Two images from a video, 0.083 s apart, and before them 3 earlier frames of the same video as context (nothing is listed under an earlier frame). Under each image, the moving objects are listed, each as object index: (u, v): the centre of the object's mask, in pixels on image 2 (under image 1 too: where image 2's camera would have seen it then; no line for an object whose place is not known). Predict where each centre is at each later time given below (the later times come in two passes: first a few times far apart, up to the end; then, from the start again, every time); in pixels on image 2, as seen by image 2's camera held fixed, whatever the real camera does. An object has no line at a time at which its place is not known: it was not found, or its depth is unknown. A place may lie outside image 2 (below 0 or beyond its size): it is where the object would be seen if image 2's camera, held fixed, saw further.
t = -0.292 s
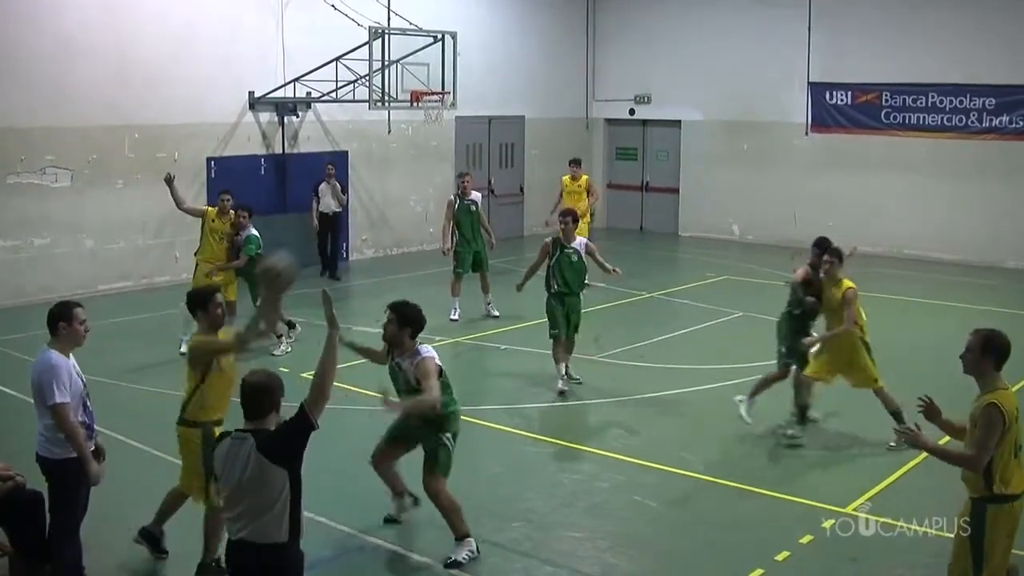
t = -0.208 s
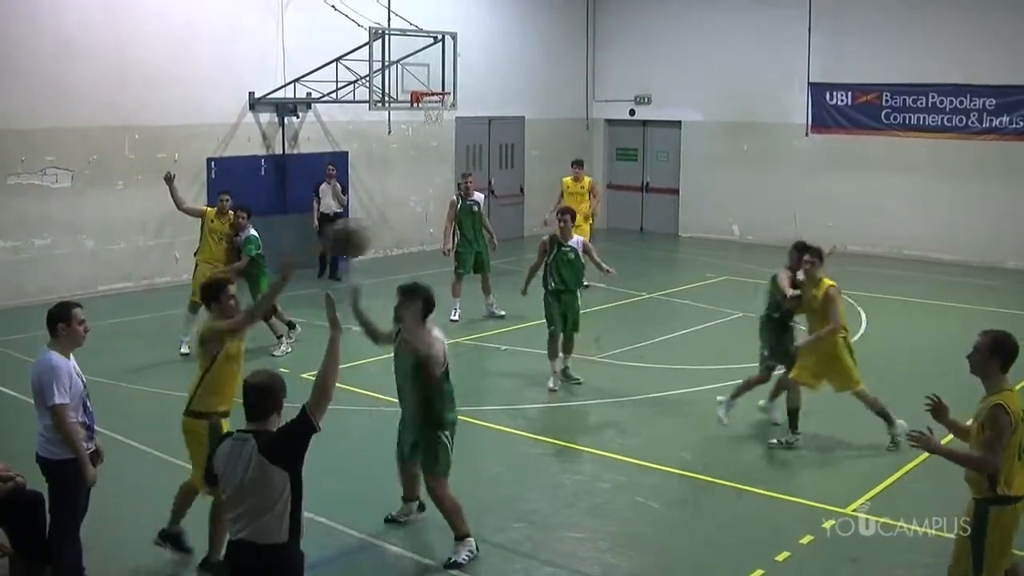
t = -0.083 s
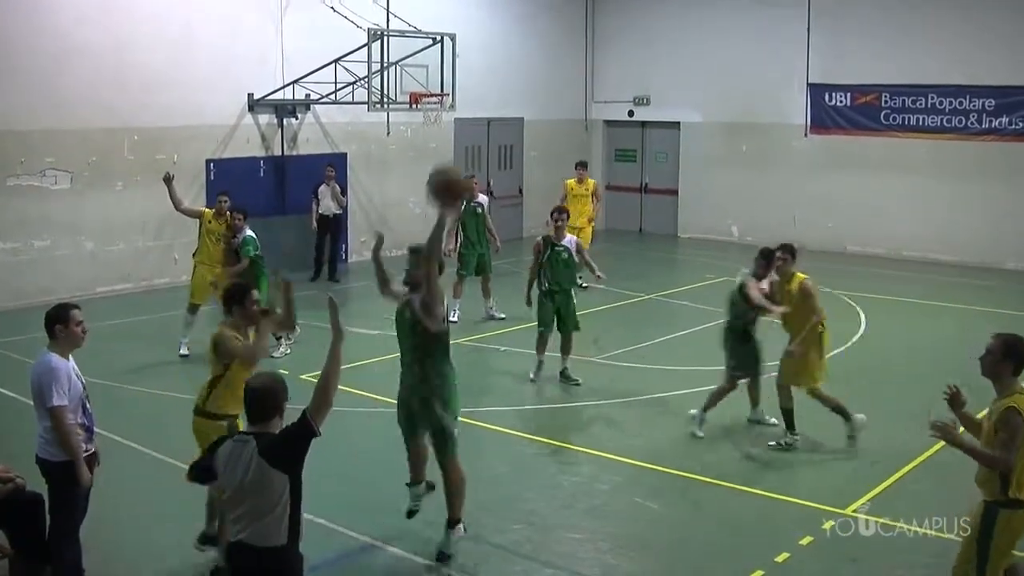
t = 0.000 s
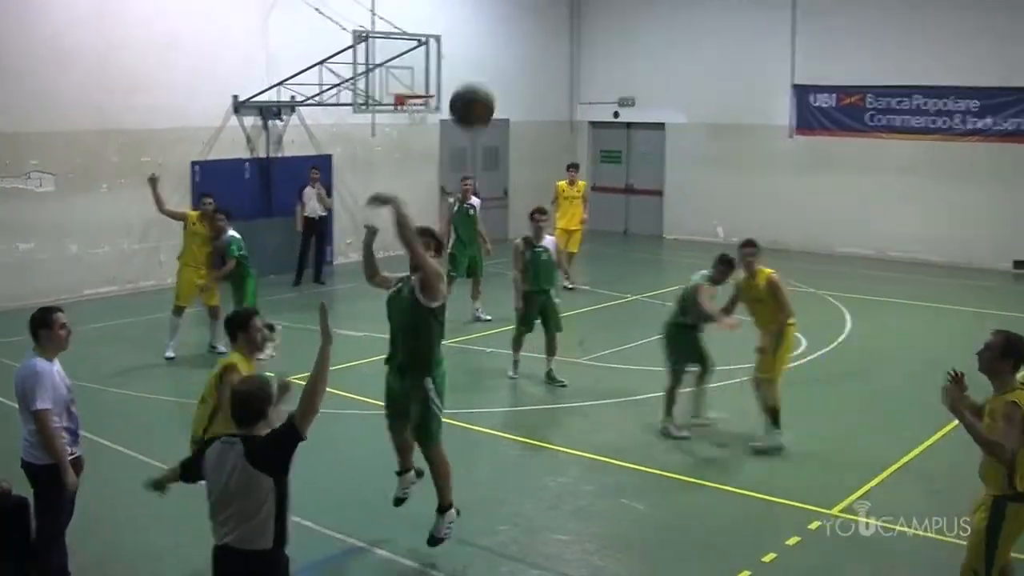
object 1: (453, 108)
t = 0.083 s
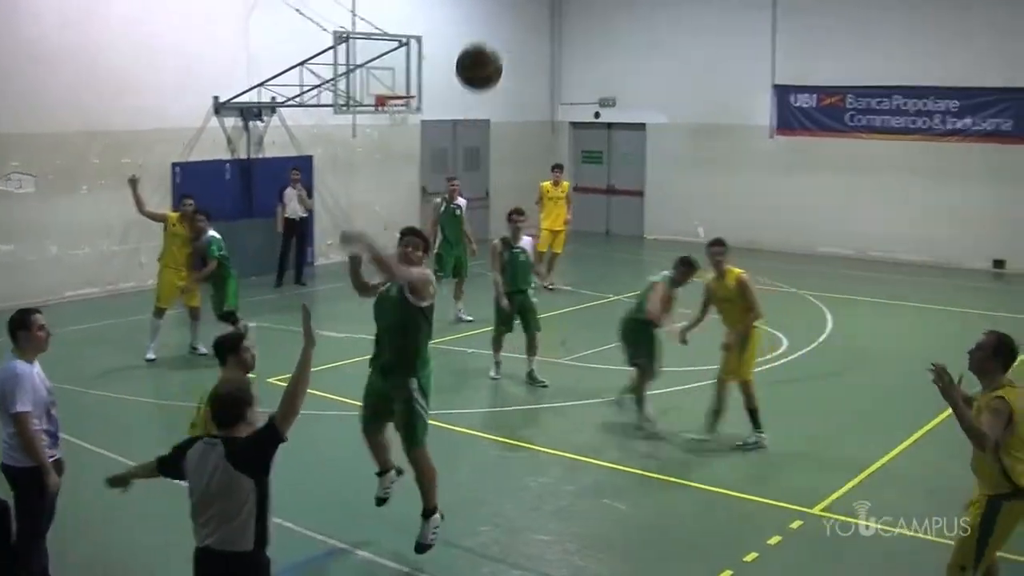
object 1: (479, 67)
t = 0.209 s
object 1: (516, 27)
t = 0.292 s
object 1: (543, 18)
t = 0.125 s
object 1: (490, 51)
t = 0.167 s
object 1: (503, 38)
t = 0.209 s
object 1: (516, 27)
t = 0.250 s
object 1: (530, 20)
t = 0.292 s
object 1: (543, 18)
